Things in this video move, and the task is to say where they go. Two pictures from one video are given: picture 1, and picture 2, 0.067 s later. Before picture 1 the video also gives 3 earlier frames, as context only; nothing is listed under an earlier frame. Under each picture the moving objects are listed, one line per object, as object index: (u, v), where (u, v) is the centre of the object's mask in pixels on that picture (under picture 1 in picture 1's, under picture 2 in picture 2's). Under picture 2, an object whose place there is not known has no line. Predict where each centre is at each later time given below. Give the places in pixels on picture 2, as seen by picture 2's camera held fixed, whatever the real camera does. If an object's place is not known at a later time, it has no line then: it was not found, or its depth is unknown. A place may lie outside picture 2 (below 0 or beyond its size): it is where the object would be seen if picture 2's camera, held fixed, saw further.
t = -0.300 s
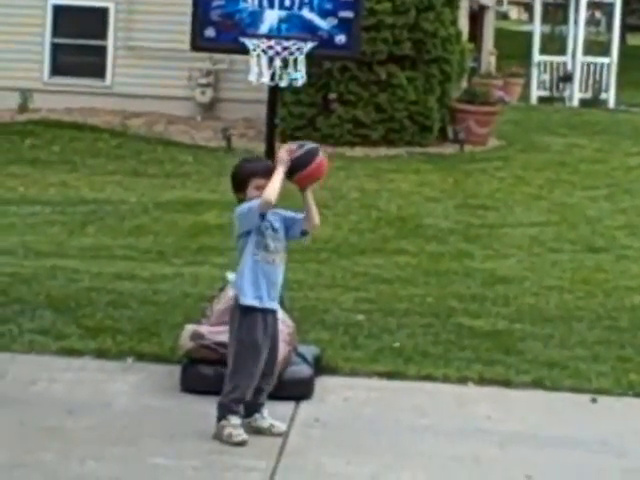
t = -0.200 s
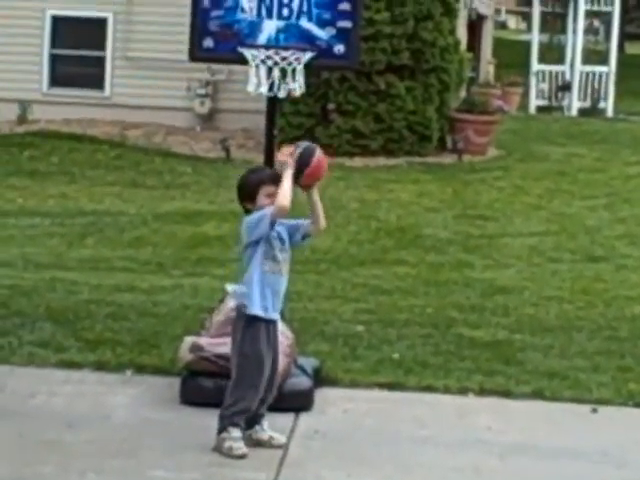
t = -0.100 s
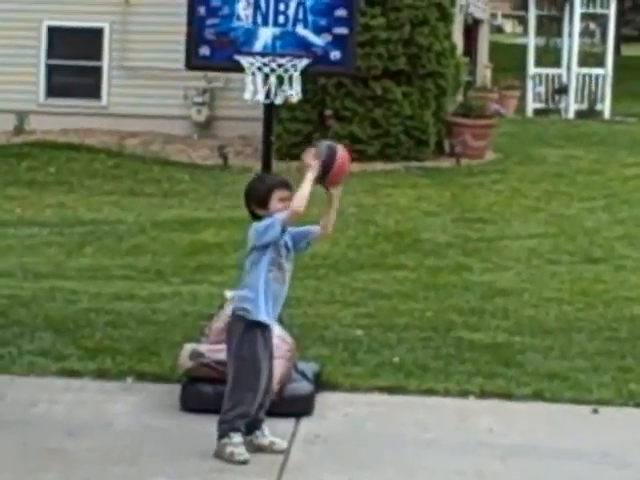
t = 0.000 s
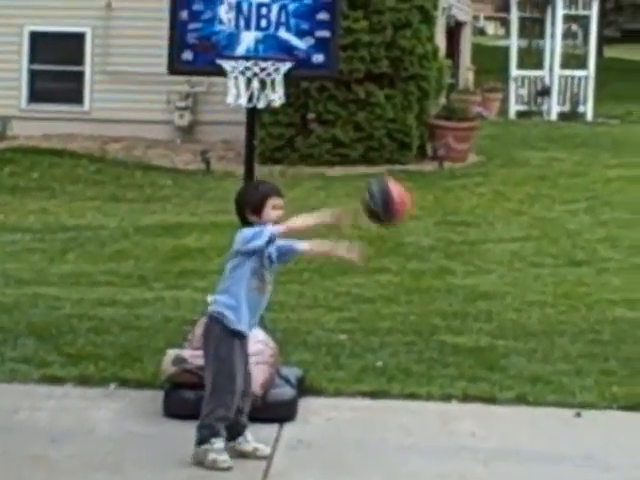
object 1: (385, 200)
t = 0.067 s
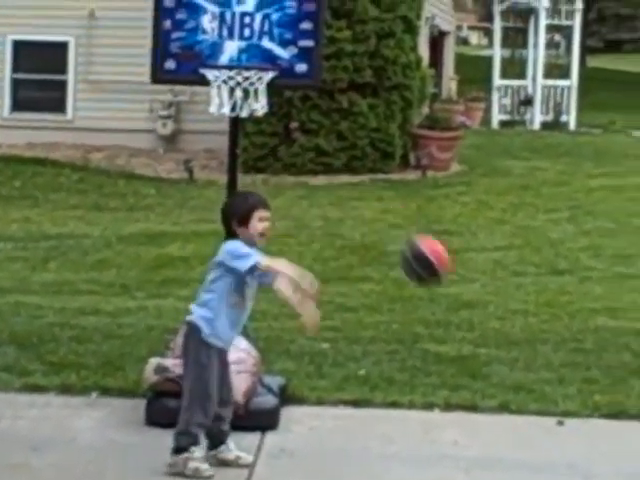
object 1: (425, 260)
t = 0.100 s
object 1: (455, 290)
